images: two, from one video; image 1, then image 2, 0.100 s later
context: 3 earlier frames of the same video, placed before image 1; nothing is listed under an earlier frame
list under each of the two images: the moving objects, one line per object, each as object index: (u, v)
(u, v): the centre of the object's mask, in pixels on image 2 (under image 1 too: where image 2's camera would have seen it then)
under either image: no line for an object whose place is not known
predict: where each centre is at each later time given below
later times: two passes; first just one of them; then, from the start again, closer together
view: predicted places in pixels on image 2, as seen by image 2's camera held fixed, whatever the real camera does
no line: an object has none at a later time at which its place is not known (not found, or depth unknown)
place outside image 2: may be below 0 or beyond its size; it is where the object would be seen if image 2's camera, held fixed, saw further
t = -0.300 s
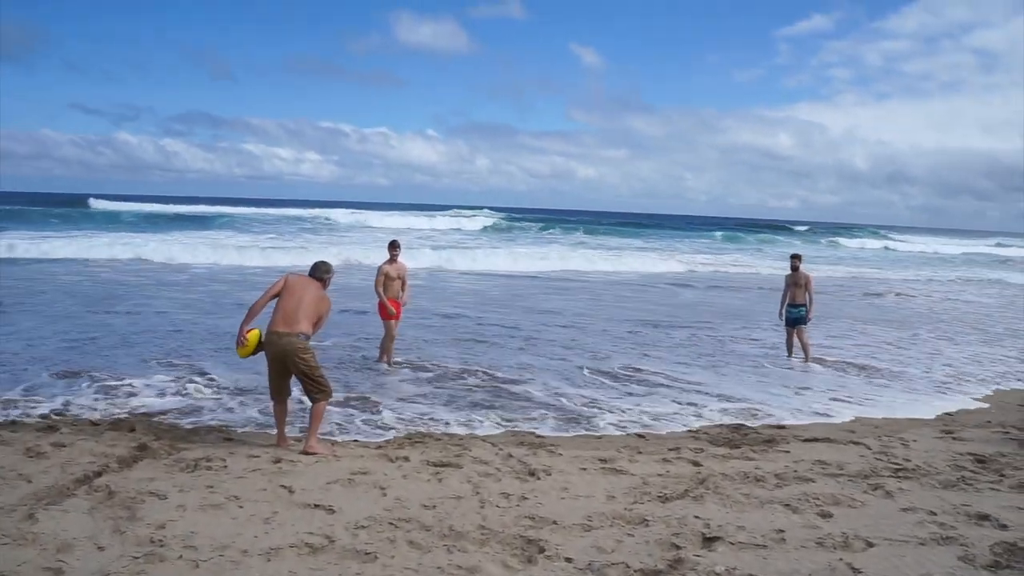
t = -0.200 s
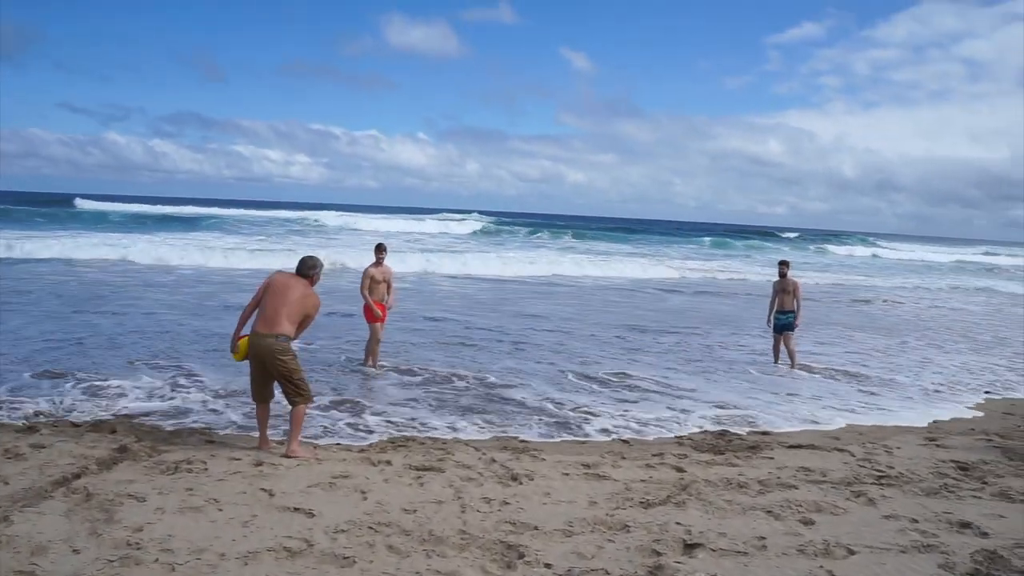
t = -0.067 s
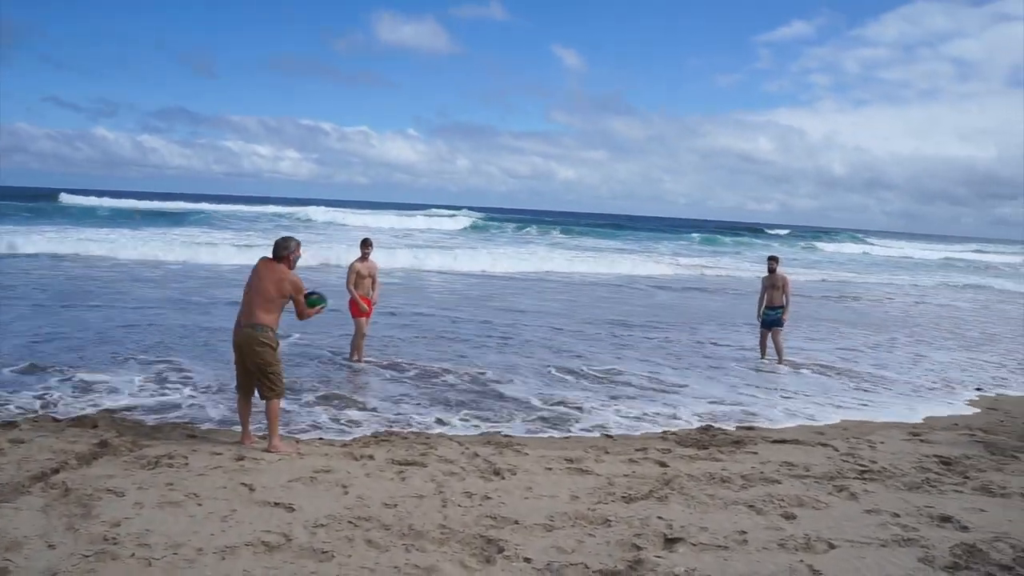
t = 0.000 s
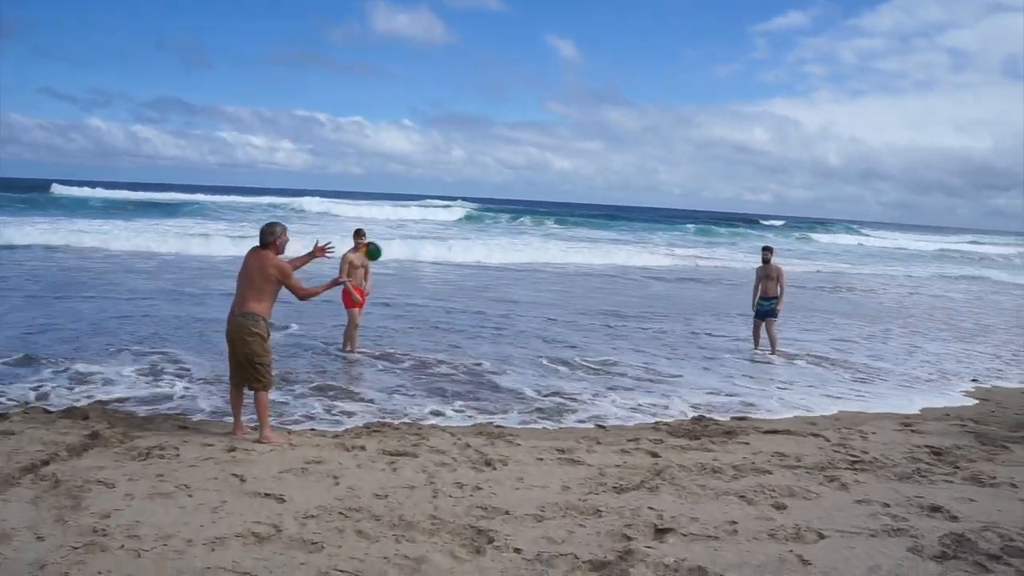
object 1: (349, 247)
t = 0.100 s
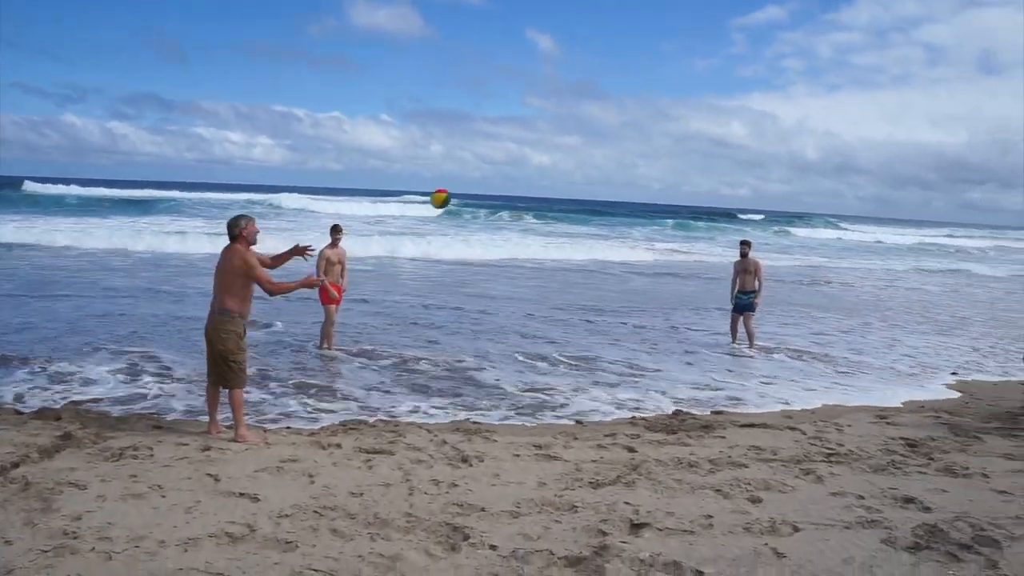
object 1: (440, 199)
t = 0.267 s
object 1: (574, 157)
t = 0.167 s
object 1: (496, 177)
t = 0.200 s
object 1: (523, 169)
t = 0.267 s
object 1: (574, 157)
